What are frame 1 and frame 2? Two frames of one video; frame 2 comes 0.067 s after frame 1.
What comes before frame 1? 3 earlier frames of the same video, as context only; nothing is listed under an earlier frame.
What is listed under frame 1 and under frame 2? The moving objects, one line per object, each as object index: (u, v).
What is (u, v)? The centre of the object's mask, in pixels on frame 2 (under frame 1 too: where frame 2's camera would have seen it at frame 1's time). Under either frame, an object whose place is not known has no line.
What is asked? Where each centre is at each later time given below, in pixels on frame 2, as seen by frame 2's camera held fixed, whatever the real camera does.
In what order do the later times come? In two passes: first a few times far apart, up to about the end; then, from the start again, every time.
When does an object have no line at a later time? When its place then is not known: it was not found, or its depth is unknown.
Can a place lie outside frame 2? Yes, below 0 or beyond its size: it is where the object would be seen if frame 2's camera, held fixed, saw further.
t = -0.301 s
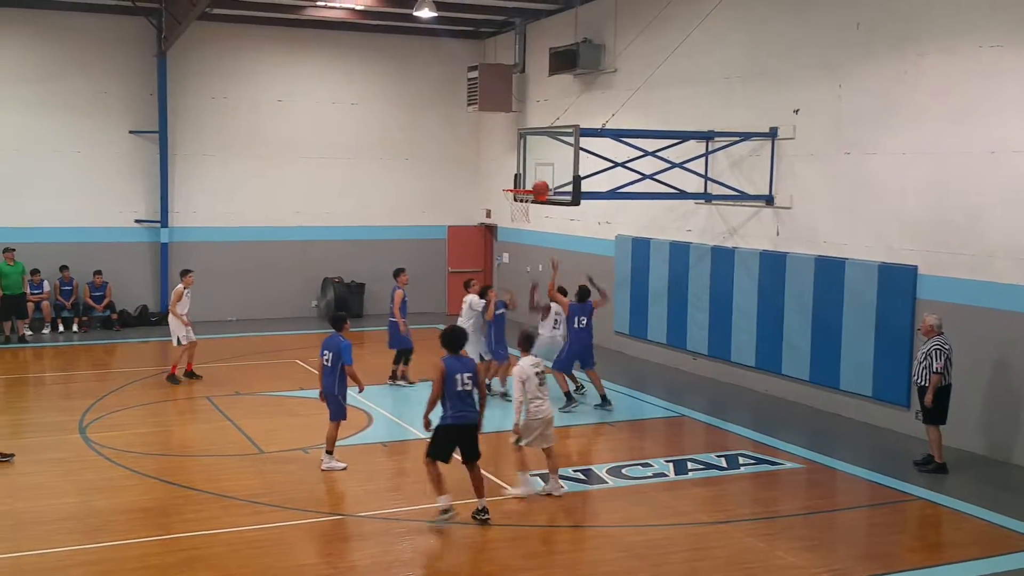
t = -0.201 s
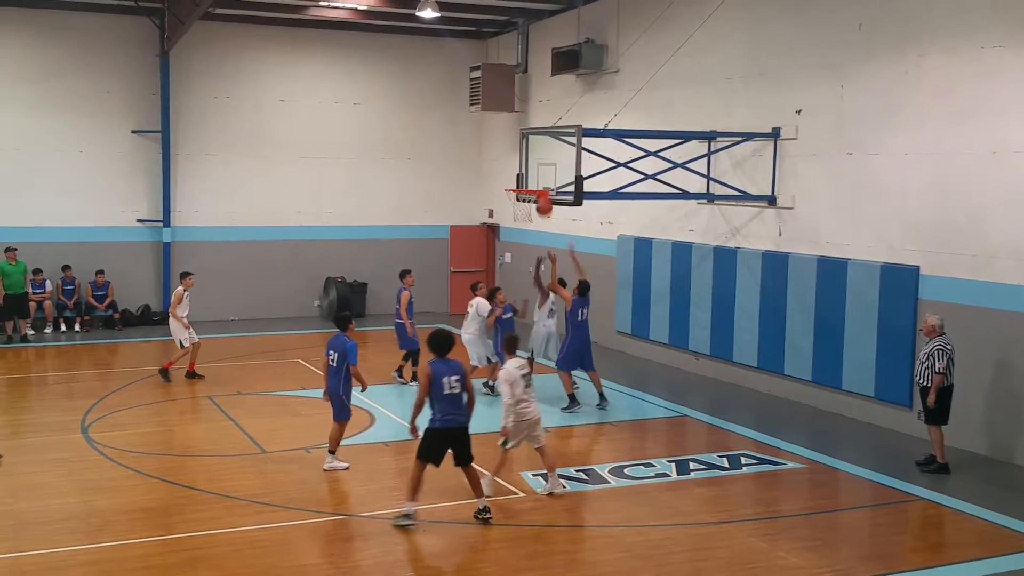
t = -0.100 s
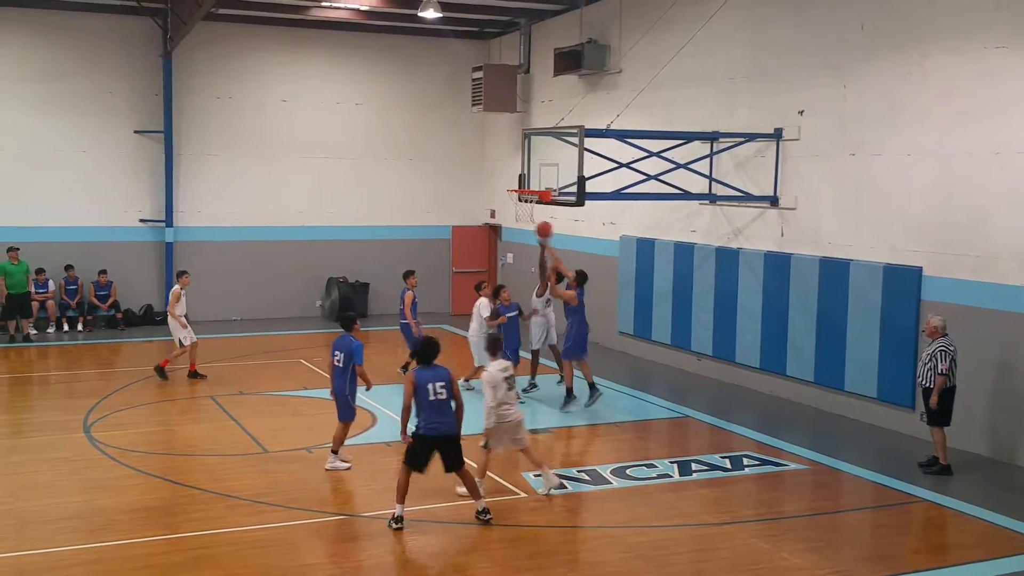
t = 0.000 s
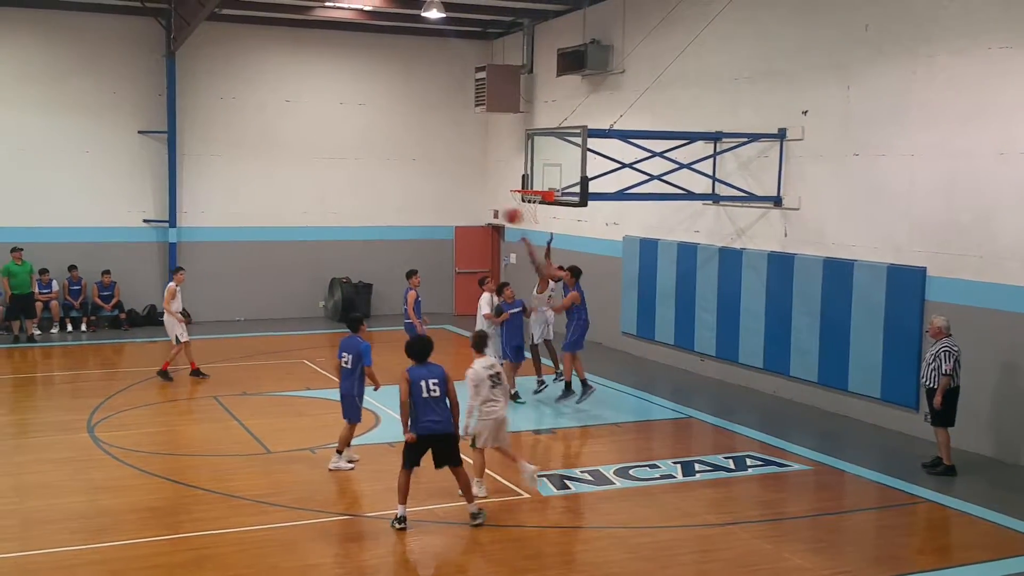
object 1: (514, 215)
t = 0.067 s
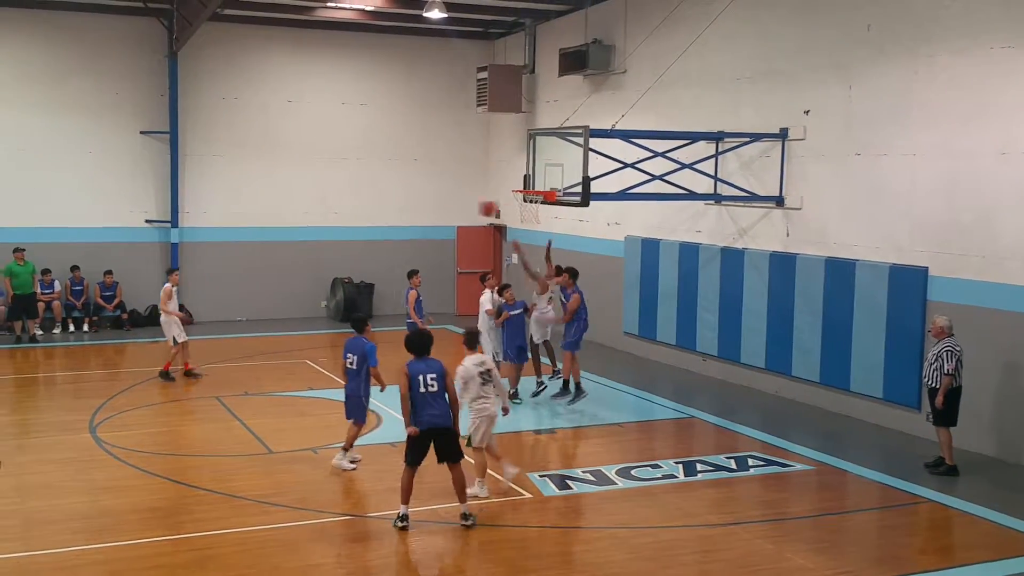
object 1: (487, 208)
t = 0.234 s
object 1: (421, 205)
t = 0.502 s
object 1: (304, 245)
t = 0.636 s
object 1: (244, 289)
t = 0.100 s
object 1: (475, 206)
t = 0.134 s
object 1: (462, 205)
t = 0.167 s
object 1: (449, 204)
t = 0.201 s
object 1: (434, 204)
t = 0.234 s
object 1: (421, 205)
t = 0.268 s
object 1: (407, 207)
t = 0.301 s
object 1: (393, 209)
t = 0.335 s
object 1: (379, 212)
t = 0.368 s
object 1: (364, 216)
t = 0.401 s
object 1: (349, 223)
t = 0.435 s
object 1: (335, 228)
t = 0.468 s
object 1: (319, 236)
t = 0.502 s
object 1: (304, 245)
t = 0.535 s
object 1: (289, 253)
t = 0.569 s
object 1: (274, 263)
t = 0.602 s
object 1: (259, 276)
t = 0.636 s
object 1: (244, 289)
